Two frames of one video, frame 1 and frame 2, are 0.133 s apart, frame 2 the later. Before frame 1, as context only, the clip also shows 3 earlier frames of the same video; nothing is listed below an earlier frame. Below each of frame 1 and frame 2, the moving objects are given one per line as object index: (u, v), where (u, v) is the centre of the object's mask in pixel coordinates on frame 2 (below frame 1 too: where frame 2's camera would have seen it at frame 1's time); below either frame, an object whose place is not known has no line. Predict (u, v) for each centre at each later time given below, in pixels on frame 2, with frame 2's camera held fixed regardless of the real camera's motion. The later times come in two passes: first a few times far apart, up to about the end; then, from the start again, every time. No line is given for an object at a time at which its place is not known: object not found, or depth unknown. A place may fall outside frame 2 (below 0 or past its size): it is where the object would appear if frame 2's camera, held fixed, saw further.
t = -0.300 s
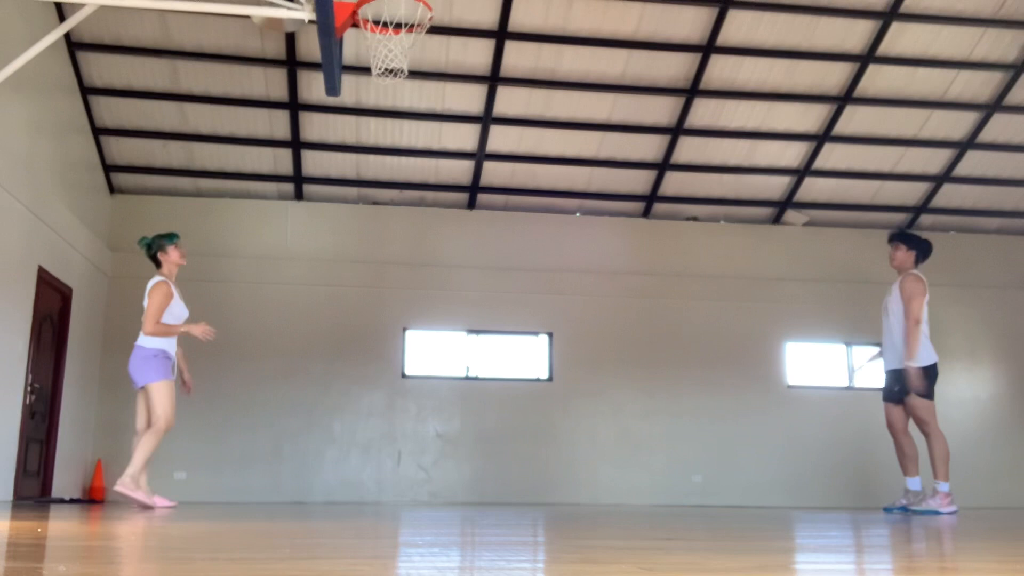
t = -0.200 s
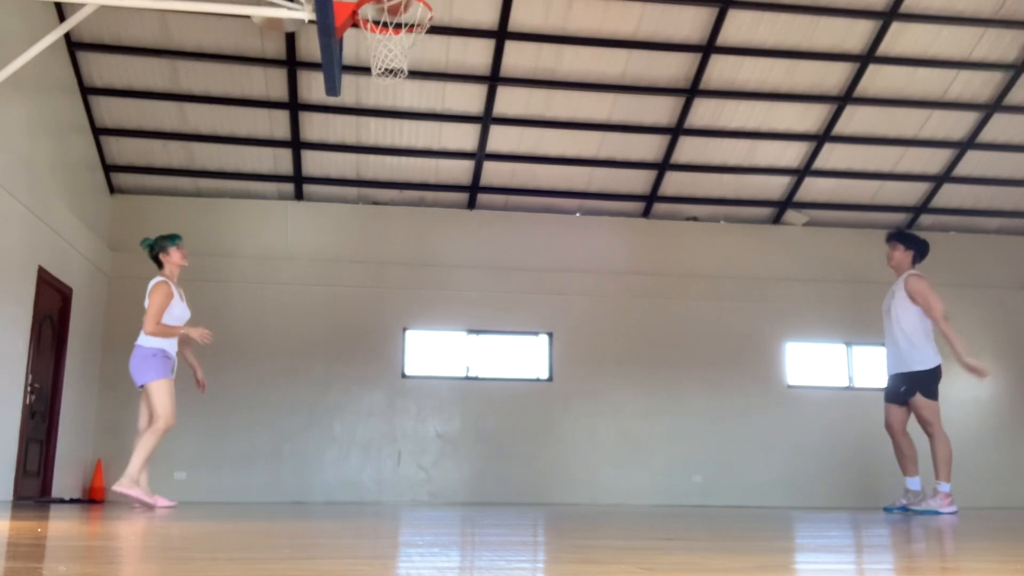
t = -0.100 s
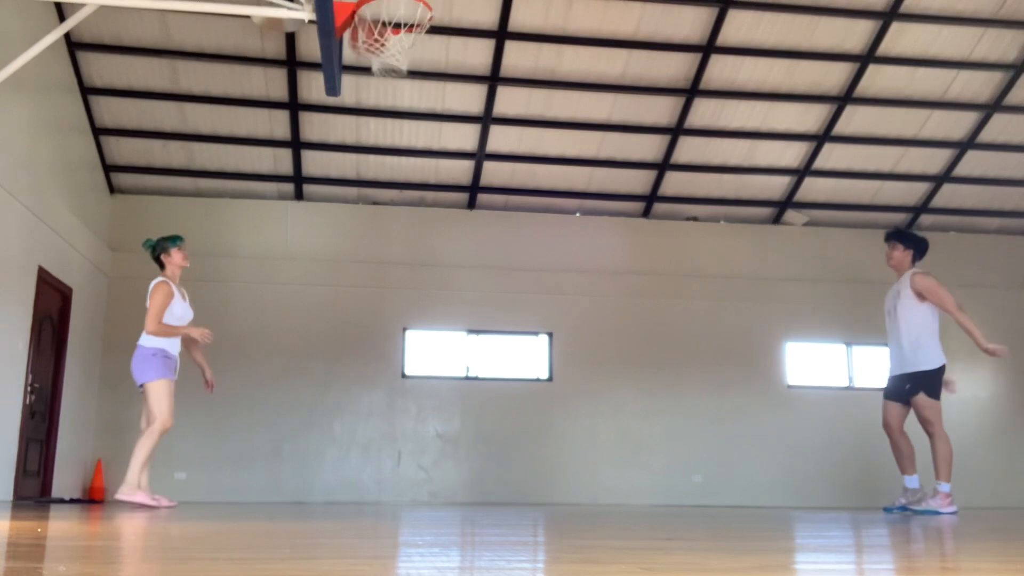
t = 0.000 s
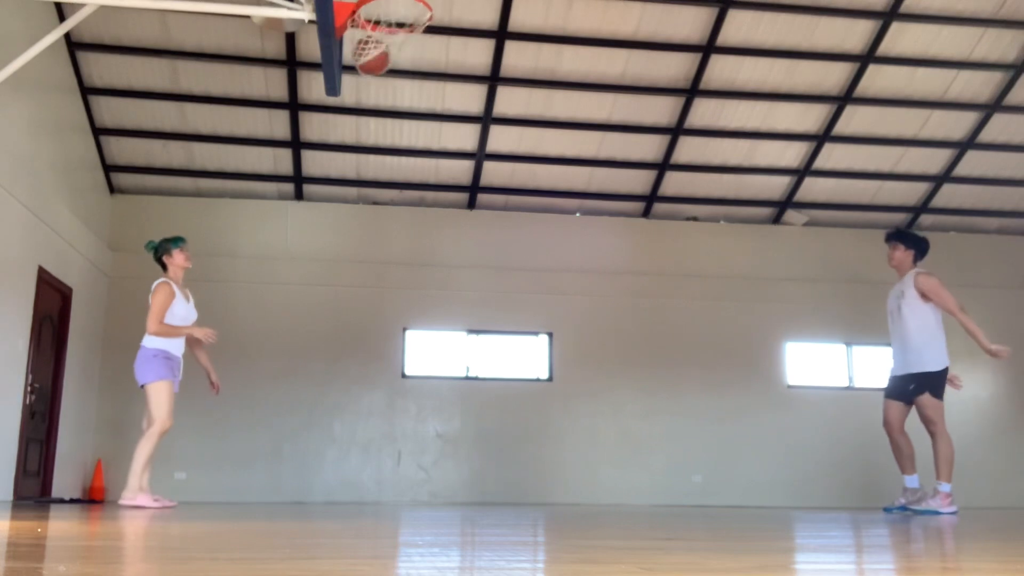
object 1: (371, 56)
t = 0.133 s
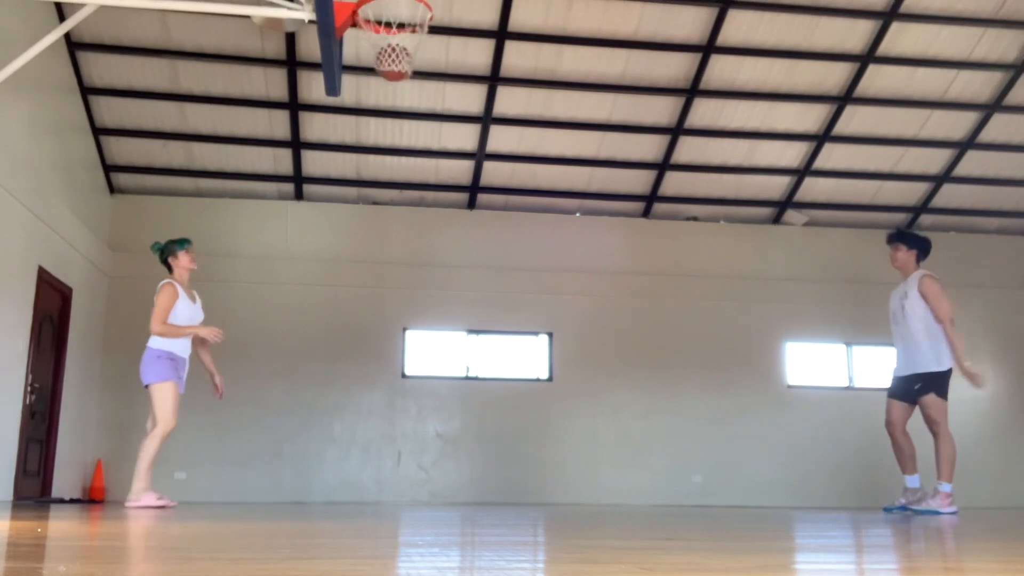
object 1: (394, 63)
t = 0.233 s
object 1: (405, 67)
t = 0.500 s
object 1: (405, 104)
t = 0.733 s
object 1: (397, 230)
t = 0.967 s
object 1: (386, 475)
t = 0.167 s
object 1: (399, 65)
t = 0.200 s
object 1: (402, 66)
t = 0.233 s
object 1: (405, 67)
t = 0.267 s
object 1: (407, 67)
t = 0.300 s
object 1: (408, 69)
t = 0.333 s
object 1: (408, 74)
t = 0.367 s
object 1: (407, 74)
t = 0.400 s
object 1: (407, 78)
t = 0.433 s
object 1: (406, 85)
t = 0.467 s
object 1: (405, 93)
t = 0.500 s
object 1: (405, 104)
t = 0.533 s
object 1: (405, 116)
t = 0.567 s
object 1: (403, 129)
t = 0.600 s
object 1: (403, 145)
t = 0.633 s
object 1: (401, 164)
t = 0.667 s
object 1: (400, 184)
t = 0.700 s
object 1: (399, 205)
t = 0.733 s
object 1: (397, 230)
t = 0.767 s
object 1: (396, 257)
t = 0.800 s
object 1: (394, 286)
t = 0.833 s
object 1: (393, 316)
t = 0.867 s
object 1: (389, 354)
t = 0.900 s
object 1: (389, 392)
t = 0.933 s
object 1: (388, 433)
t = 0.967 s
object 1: (386, 475)
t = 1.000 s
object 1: (384, 468)
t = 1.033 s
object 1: (383, 434)
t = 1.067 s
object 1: (381, 402)
